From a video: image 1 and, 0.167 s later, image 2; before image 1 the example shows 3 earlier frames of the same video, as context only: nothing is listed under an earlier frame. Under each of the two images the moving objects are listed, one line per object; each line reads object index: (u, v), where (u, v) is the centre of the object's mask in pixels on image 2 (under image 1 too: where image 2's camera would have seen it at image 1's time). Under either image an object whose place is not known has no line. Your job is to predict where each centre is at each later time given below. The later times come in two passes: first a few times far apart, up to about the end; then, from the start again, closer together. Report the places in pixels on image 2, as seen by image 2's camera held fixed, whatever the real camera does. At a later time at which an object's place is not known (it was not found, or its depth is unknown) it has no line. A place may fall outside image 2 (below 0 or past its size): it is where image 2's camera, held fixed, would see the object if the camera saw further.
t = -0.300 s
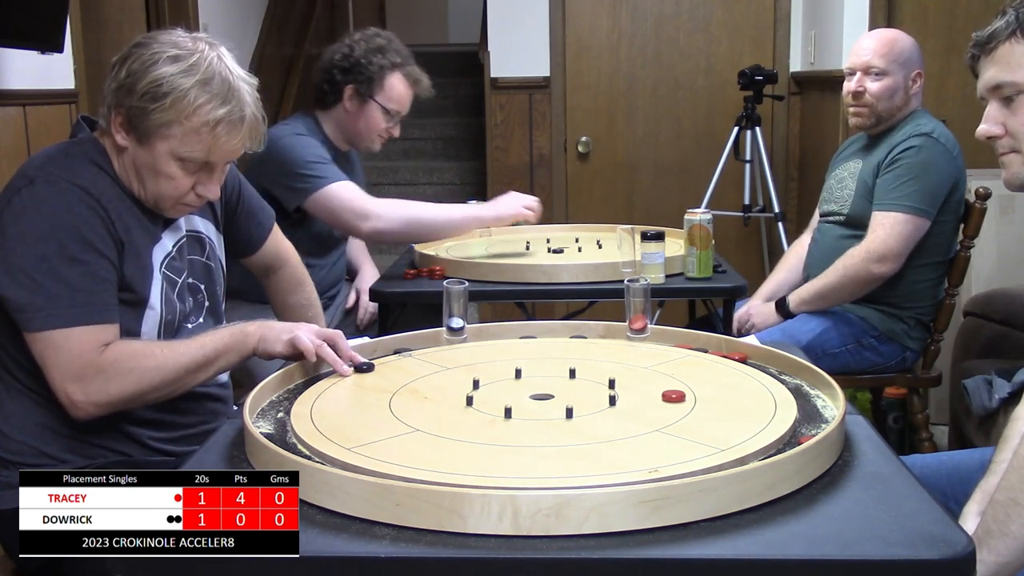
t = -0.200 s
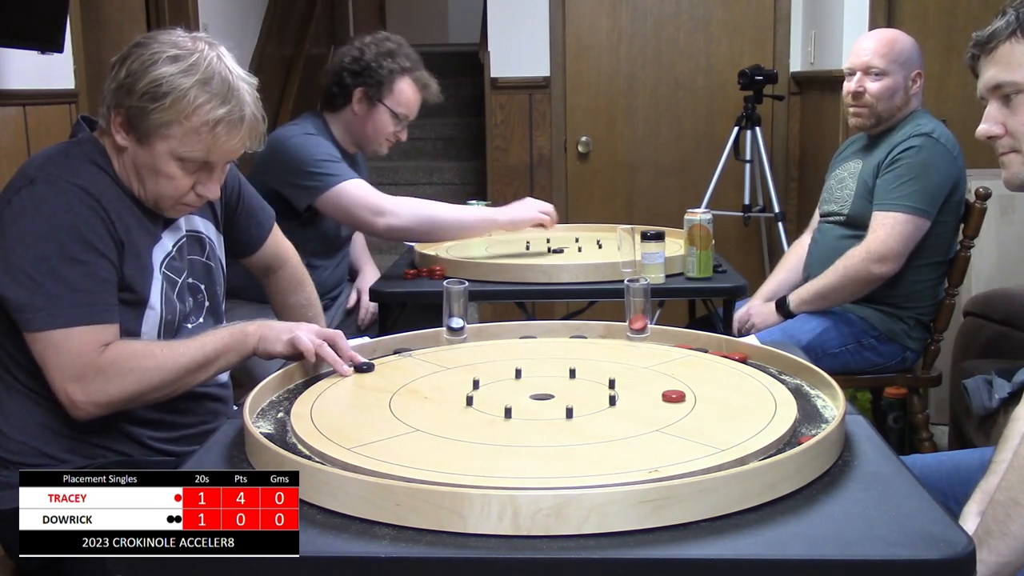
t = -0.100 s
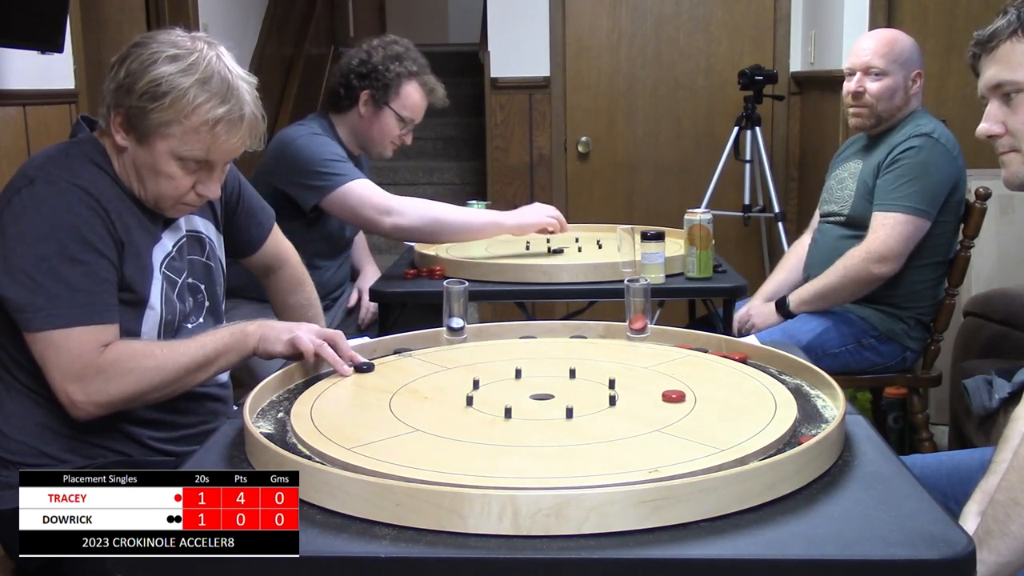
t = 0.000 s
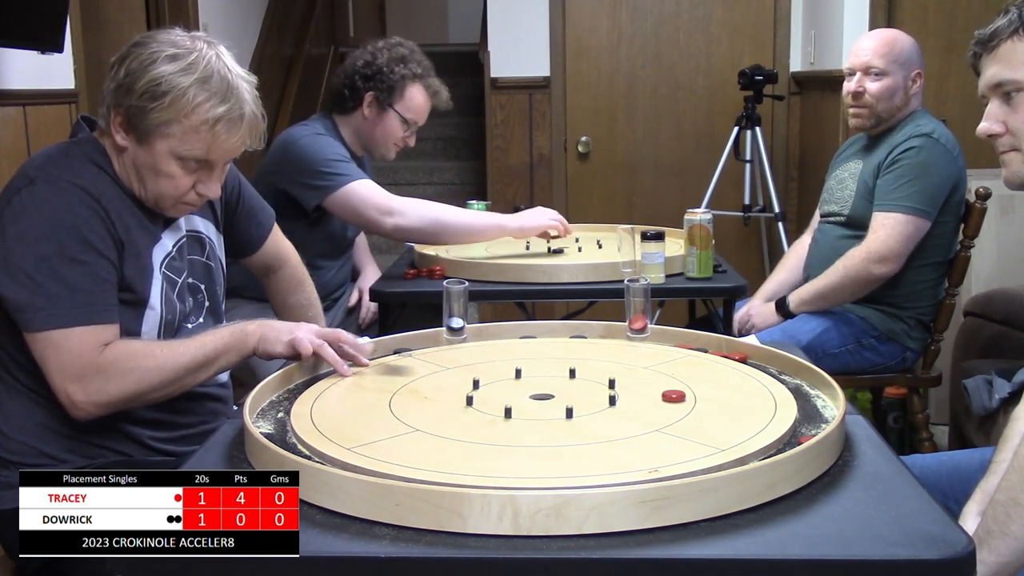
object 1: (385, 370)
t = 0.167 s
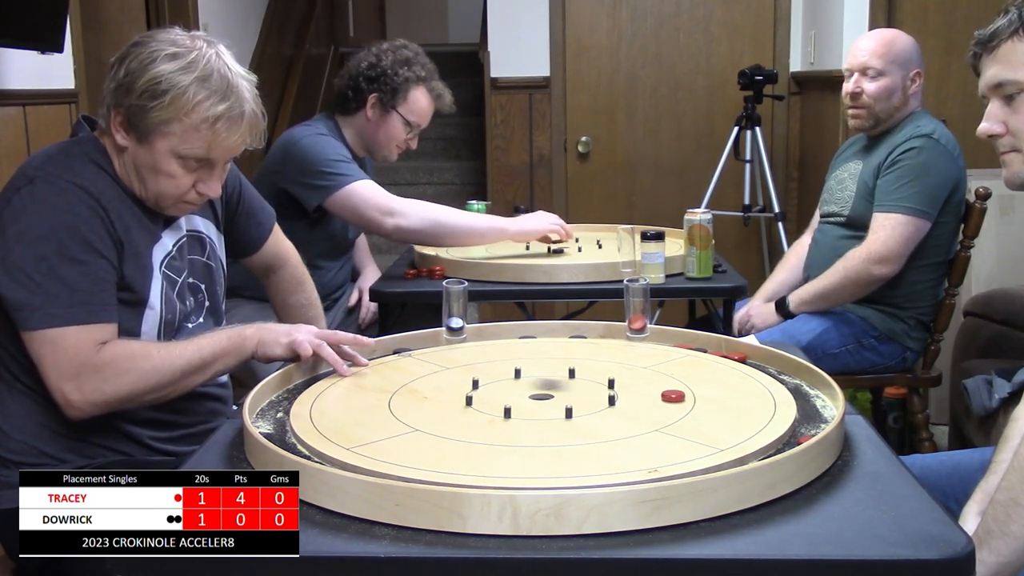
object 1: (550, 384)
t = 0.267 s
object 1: (642, 393)
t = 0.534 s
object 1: (654, 393)
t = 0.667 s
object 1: (654, 393)
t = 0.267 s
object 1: (642, 393)
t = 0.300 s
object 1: (651, 394)
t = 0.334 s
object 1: (653, 393)
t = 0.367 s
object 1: (654, 393)
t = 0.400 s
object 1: (654, 394)
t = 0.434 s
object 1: (655, 393)
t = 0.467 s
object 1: (654, 393)
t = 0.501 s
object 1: (654, 393)
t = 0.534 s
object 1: (654, 393)
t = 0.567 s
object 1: (654, 393)
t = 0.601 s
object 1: (654, 393)
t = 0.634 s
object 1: (654, 393)
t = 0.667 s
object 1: (654, 393)
